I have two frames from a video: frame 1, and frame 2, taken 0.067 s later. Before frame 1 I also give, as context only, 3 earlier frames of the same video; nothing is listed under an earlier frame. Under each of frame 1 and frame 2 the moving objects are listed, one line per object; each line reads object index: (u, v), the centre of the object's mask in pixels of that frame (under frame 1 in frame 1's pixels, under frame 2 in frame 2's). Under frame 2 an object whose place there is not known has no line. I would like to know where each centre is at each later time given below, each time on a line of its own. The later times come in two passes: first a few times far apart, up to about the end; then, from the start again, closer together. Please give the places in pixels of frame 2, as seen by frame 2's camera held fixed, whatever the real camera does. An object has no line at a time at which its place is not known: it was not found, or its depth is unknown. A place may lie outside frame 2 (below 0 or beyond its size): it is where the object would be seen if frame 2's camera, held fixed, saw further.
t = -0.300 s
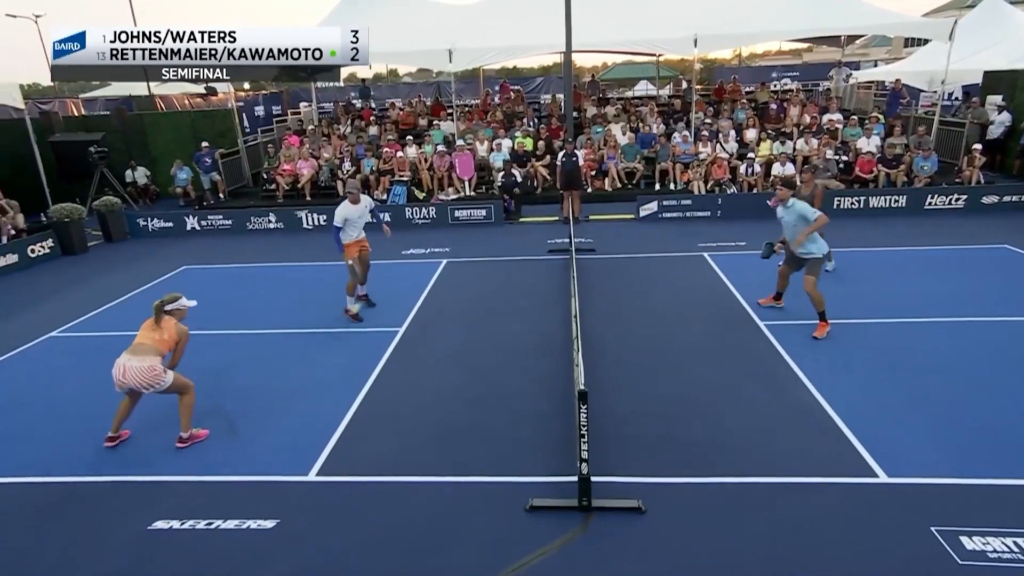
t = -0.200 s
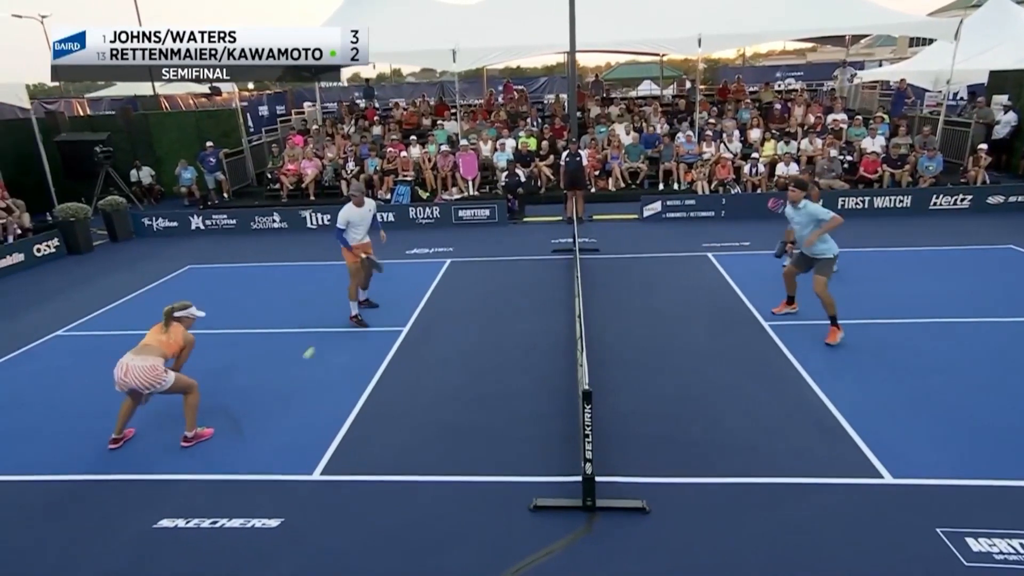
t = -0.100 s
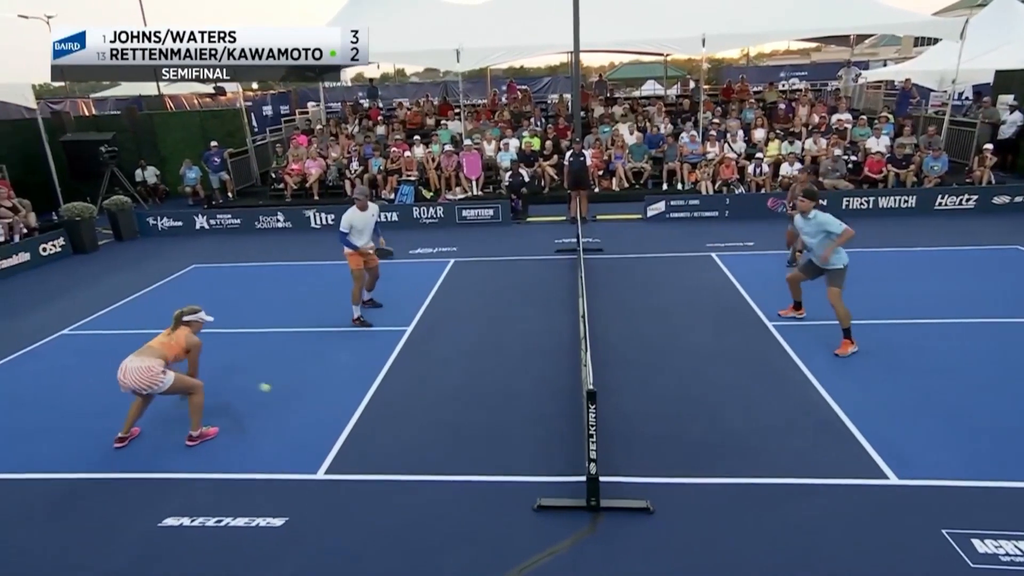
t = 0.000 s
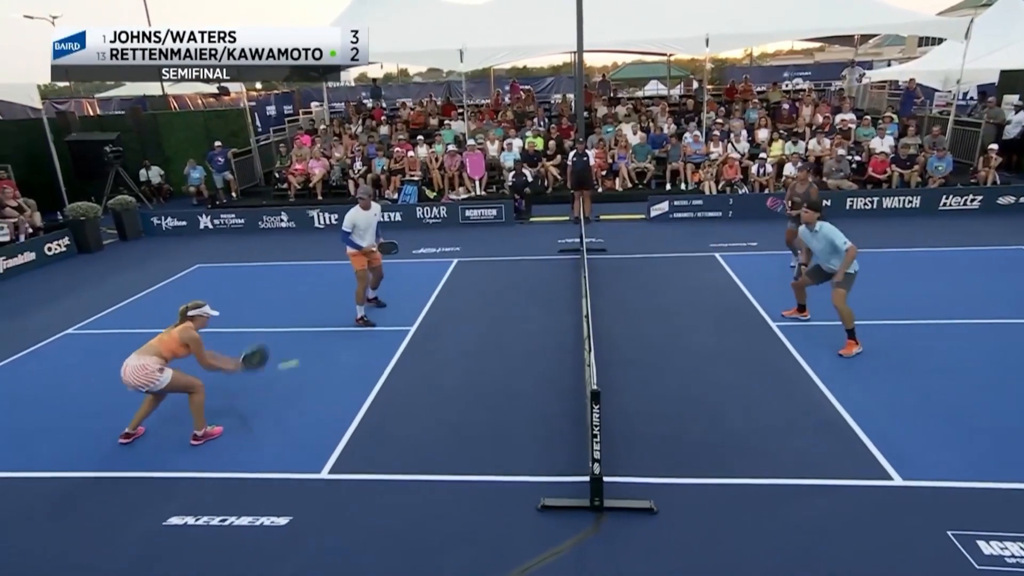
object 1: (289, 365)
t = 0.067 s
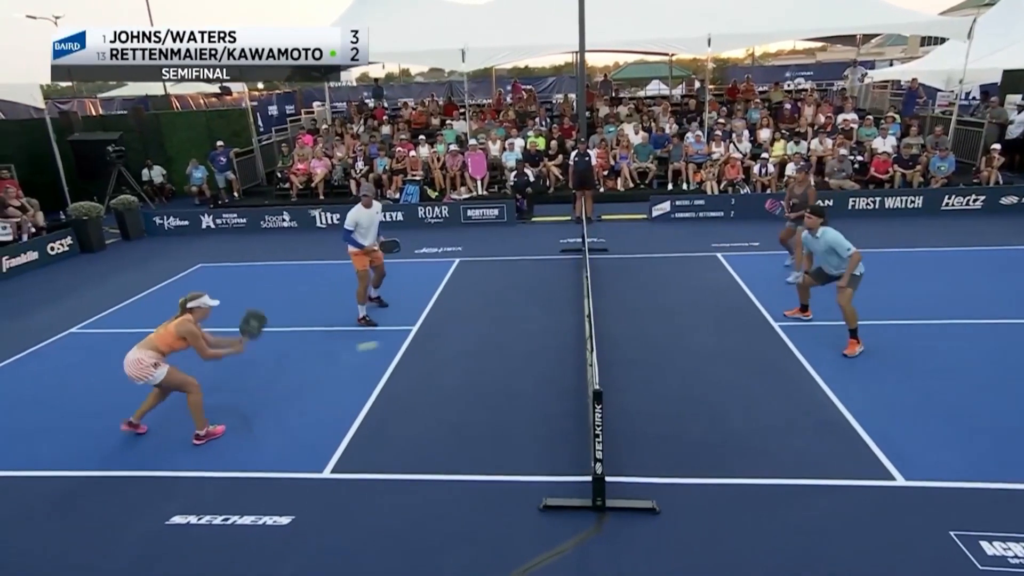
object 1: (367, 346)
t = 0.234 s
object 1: (573, 320)
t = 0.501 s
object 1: (671, 272)
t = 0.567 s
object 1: (693, 271)
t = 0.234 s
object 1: (573, 320)
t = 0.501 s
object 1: (671, 272)
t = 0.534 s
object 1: (682, 271)
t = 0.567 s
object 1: (693, 271)
